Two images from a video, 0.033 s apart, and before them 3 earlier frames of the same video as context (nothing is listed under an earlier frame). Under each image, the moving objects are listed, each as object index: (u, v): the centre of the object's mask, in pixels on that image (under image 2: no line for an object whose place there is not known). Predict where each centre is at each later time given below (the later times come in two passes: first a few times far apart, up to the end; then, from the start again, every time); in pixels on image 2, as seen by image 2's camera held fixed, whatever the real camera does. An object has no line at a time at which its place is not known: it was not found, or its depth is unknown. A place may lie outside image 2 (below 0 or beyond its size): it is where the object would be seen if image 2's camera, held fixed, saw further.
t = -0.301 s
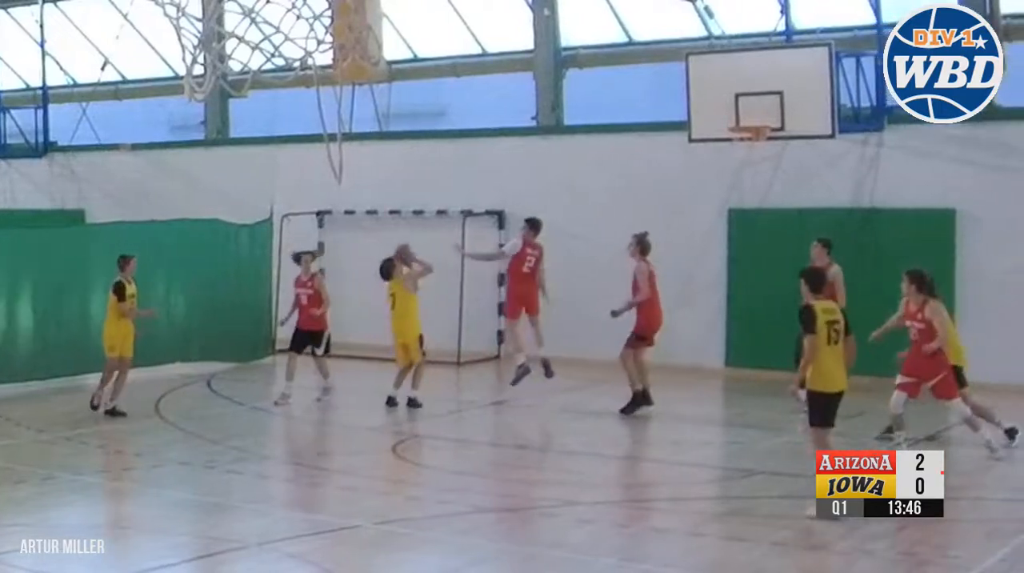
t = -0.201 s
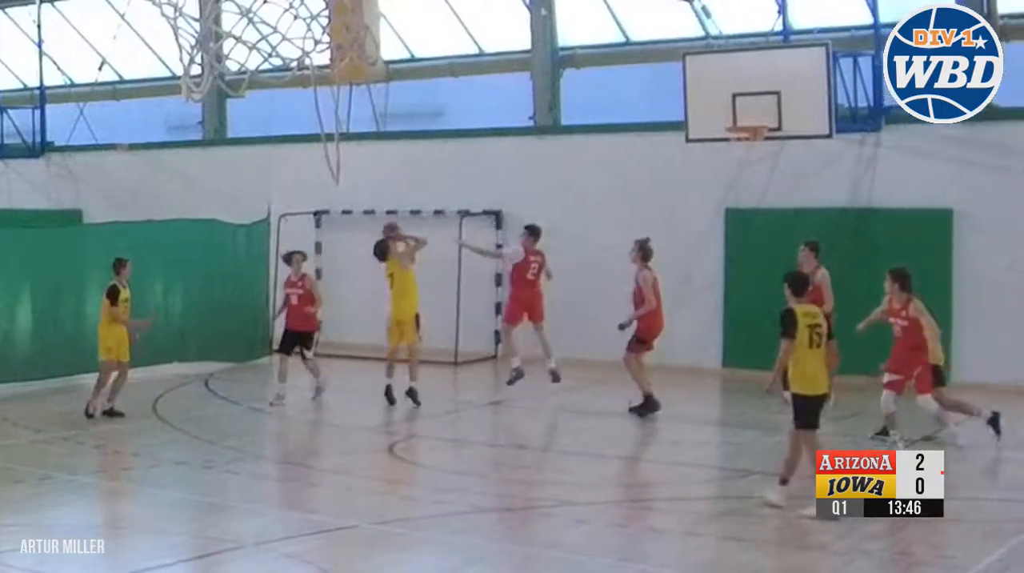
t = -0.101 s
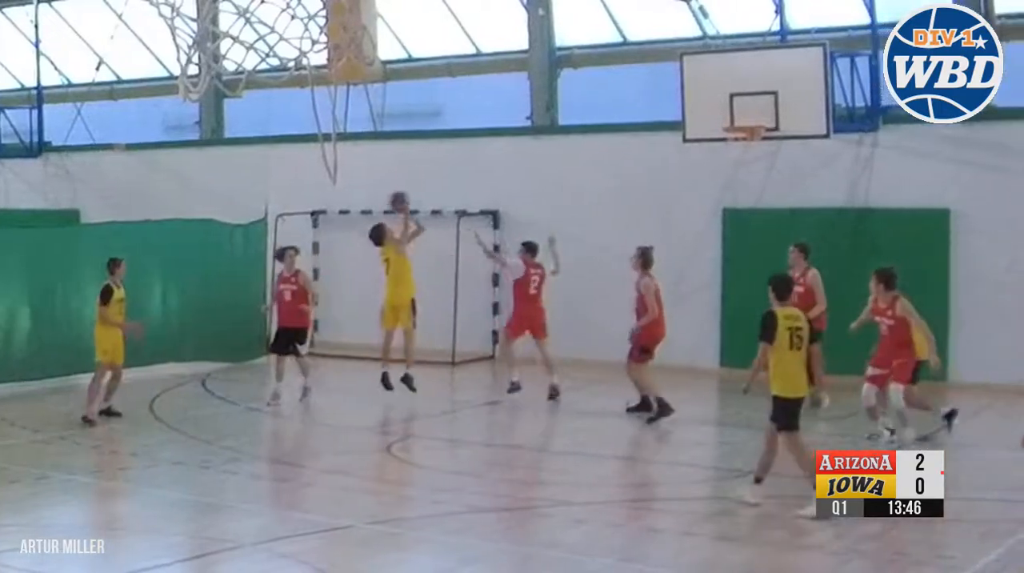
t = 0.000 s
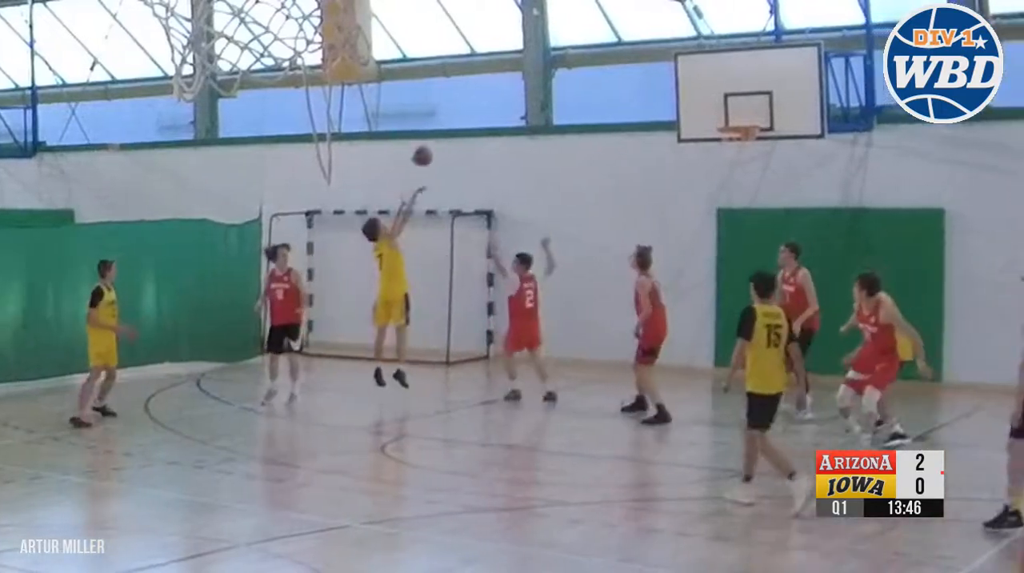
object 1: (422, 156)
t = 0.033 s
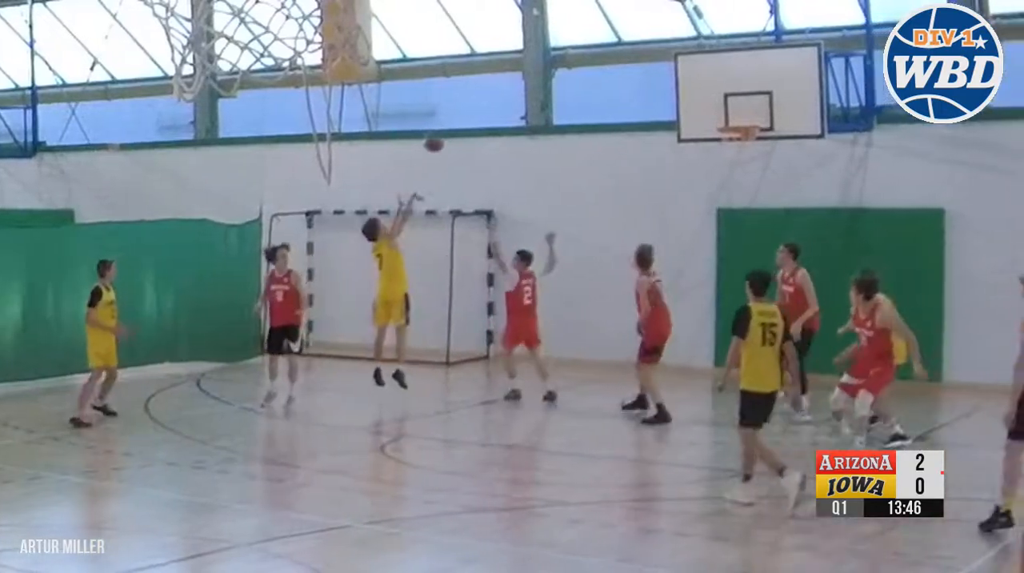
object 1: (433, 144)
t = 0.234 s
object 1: (500, 77)
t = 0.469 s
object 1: (578, 45)
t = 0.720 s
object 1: (663, 63)
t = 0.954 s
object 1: (737, 126)
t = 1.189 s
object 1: (737, 172)
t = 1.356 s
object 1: (731, 219)
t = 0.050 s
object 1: (439, 135)
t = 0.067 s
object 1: (444, 128)
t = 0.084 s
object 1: (450, 124)
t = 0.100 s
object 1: (456, 116)
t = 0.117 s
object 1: (461, 110)
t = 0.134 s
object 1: (467, 105)
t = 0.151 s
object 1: (473, 99)
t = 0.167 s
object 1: (478, 95)
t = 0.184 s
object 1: (484, 90)
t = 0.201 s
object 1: (489, 85)
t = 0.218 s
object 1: (495, 80)
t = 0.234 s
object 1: (500, 77)
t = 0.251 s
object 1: (505, 74)
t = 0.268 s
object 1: (511, 71)
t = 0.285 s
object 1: (516, 67)
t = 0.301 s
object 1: (523, 63)
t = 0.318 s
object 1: (528, 60)
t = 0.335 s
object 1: (533, 58)
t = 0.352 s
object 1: (539, 54)
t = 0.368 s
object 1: (546, 57)
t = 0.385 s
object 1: (553, 54)
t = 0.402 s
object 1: (556, 53)
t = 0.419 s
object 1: (562, 47)
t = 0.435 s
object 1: (567, 46)
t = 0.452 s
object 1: (573, 45)
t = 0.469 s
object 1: (578, 45)
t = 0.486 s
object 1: (584, 44)
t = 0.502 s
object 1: (590, 44)
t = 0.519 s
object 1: (596, 44)
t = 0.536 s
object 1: (602, 44)
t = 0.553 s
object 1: (606, 44)
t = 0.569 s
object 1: (612, 45)
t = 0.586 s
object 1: (617, 46)
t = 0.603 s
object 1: (624, 47)
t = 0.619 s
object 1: (630, 47)
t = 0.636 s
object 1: (634, 50)
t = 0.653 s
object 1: (640, 50)
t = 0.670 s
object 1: (645, 56)
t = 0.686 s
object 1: (651, 59)
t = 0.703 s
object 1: (657, 61)
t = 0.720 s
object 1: (663, 63)
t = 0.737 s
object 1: (668, 65)
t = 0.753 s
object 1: (675, 70)
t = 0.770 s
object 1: (680, 74)
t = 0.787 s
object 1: (685, 78)
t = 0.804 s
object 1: (692, 82)
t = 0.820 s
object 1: (698, 87)
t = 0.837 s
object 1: (703, 91)
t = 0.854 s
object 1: (709, 97)
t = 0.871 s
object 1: (714, 102)
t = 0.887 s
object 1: (719, 107)
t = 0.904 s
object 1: (726, 112)
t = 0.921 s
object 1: (732, 117)
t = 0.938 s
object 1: (736, 122)
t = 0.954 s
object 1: (737, 126)
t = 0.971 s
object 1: (741, 132)
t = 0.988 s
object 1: (742, 139)
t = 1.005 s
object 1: (742, 142)
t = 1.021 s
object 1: (743, 144)
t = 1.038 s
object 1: (743, 146)
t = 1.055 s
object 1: (743, 147)
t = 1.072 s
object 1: (743, 150)
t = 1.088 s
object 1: (742, 152)
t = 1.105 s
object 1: (741, 155)
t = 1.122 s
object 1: (740, 158)
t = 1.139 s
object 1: (738, 161)
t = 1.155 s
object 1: (738, 164)
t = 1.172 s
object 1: (737, 169)
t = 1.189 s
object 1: (737, 172)
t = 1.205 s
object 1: (737, 176)
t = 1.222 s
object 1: (736, 180)
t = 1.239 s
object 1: (735, 184)
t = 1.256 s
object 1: (734, 189)
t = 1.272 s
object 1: (734, 194)
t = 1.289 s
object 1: (734, 199)
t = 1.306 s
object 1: (733, 204)
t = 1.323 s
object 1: (733, 207)
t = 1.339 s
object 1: (731, 214)
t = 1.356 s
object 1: (731, 219)
